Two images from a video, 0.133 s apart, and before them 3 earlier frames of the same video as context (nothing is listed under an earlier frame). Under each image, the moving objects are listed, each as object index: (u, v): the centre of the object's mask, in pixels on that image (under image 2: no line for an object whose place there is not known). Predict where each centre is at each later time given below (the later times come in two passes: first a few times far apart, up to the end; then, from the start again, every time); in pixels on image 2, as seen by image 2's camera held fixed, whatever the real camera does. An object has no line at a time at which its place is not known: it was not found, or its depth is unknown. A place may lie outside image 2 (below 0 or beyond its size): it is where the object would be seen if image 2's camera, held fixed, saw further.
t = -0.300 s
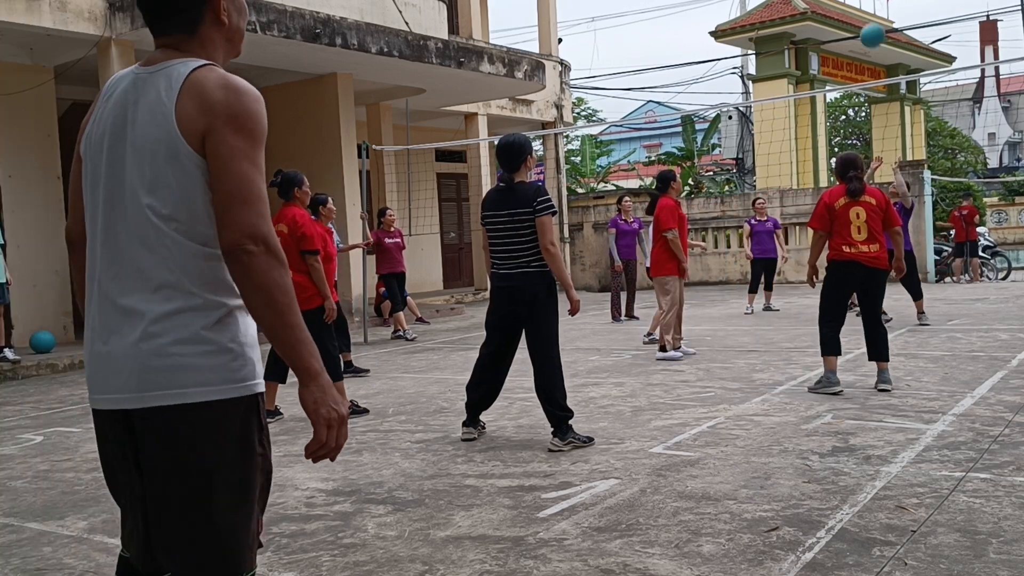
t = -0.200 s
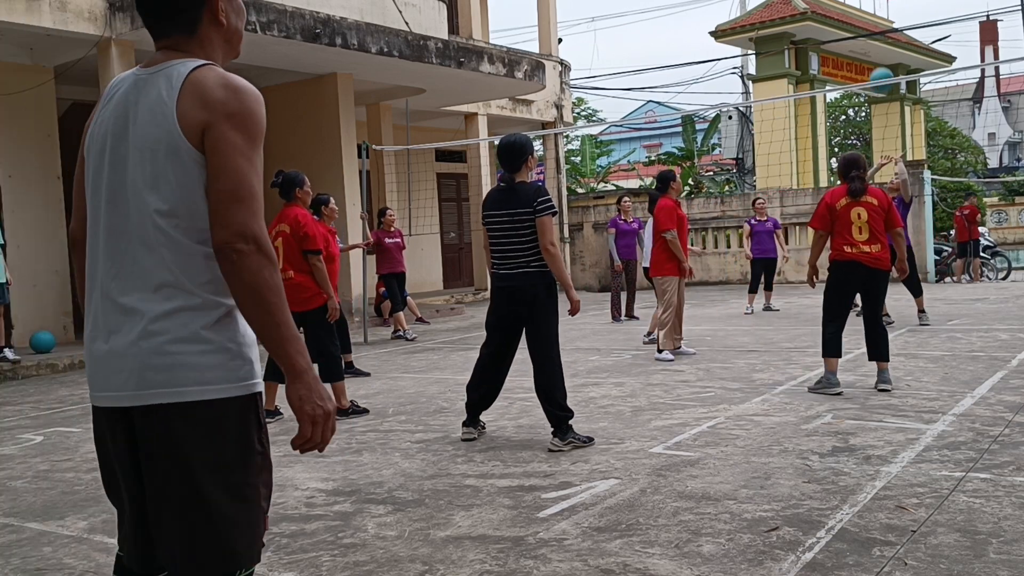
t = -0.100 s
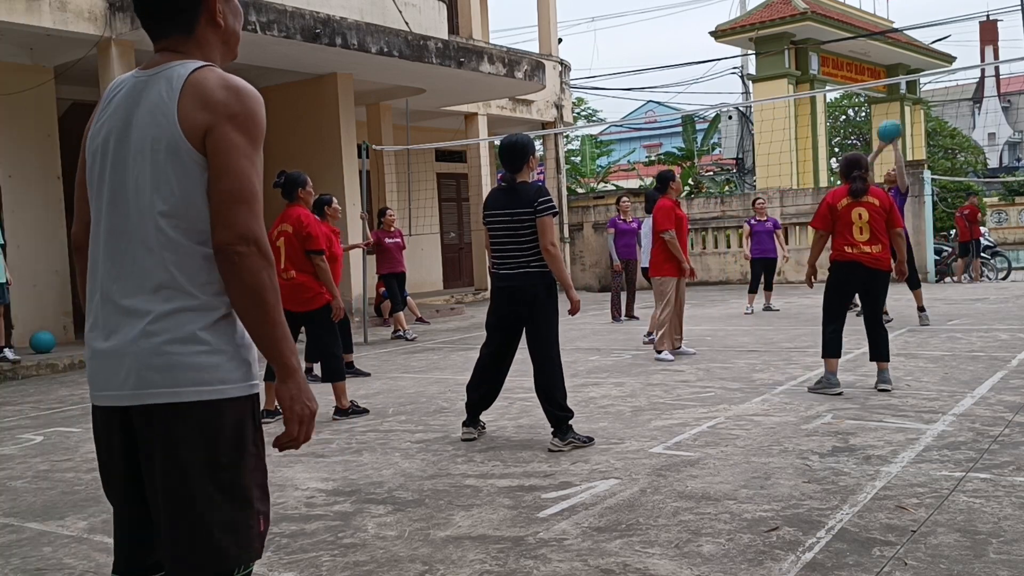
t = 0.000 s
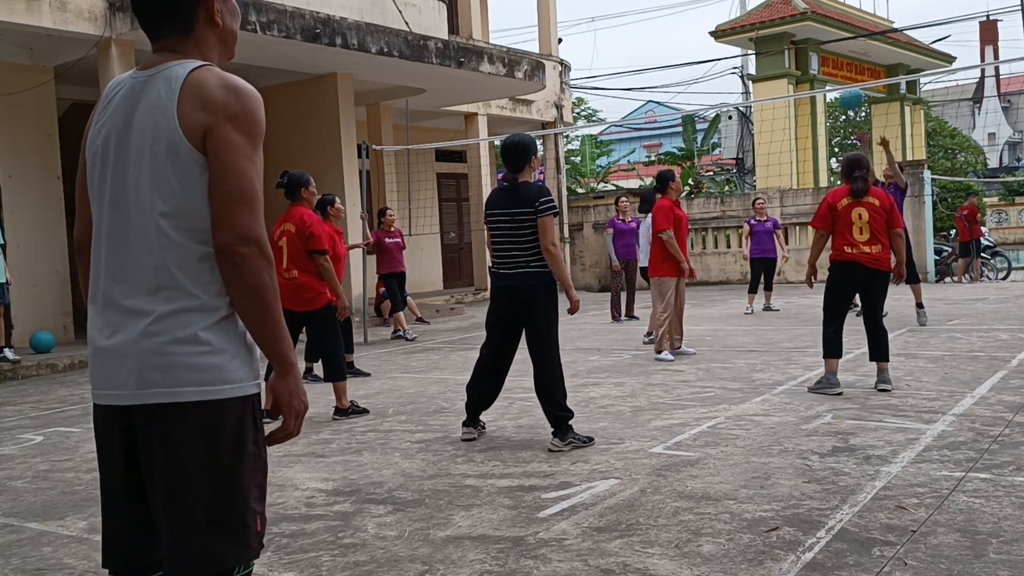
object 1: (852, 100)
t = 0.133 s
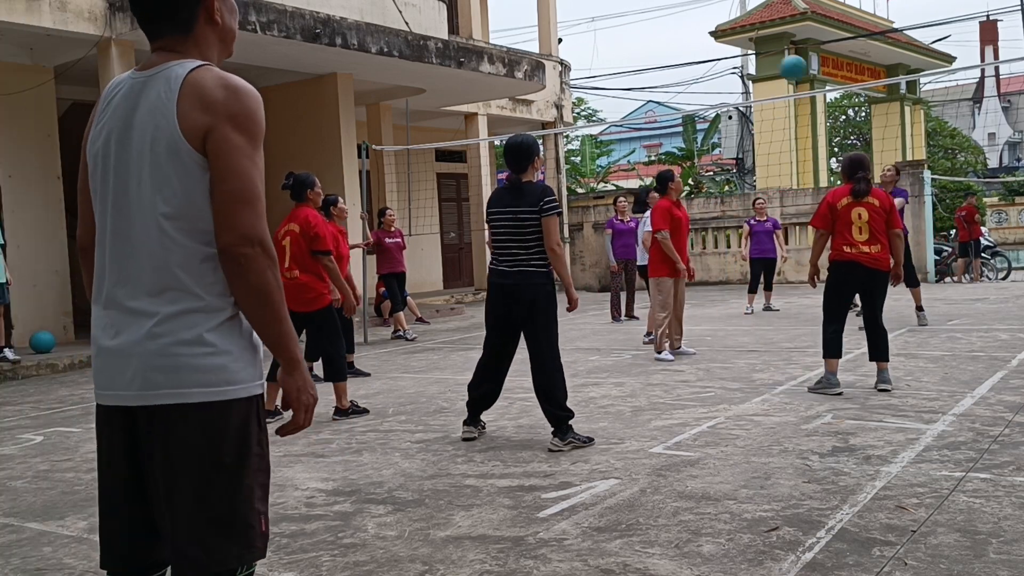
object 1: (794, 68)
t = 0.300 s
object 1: (715, 55)
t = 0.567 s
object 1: (576, 102)
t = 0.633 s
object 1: (540, 129)
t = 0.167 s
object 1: (778, 63)
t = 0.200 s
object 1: (763, 59)
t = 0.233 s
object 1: (748, 56)
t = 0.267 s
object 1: (732, 55)
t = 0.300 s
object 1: (715, 55)
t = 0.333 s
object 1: (699, 56)
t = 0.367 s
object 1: (682, 58)
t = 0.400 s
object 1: (665, 61)
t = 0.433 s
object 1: (648, 66)
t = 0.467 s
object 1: (630, 72)
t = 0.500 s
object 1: (612, 80)
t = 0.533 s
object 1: (595, 90)
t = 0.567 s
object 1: (576, 102)
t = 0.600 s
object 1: (558, 114)
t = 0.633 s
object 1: (540, 129)
